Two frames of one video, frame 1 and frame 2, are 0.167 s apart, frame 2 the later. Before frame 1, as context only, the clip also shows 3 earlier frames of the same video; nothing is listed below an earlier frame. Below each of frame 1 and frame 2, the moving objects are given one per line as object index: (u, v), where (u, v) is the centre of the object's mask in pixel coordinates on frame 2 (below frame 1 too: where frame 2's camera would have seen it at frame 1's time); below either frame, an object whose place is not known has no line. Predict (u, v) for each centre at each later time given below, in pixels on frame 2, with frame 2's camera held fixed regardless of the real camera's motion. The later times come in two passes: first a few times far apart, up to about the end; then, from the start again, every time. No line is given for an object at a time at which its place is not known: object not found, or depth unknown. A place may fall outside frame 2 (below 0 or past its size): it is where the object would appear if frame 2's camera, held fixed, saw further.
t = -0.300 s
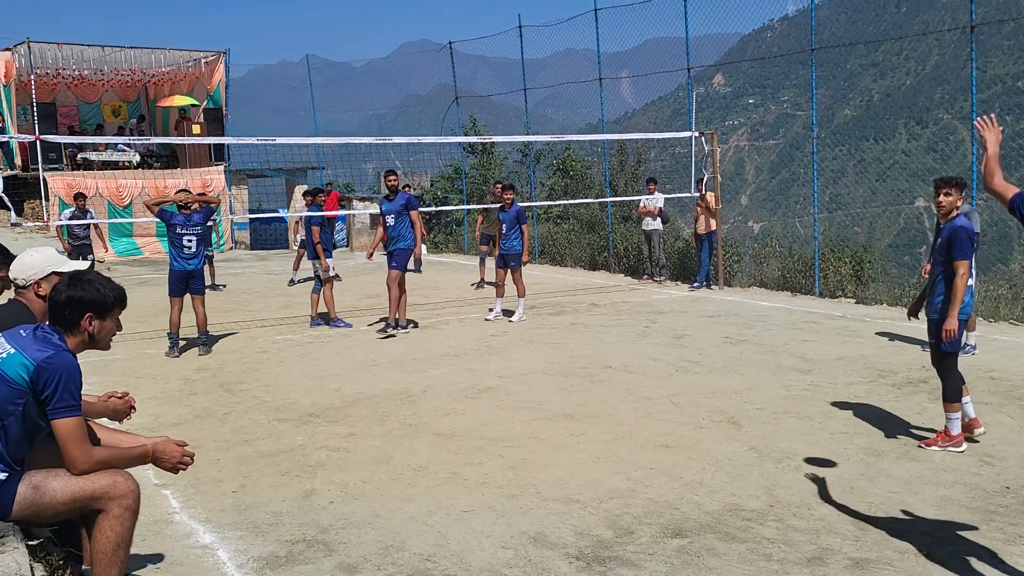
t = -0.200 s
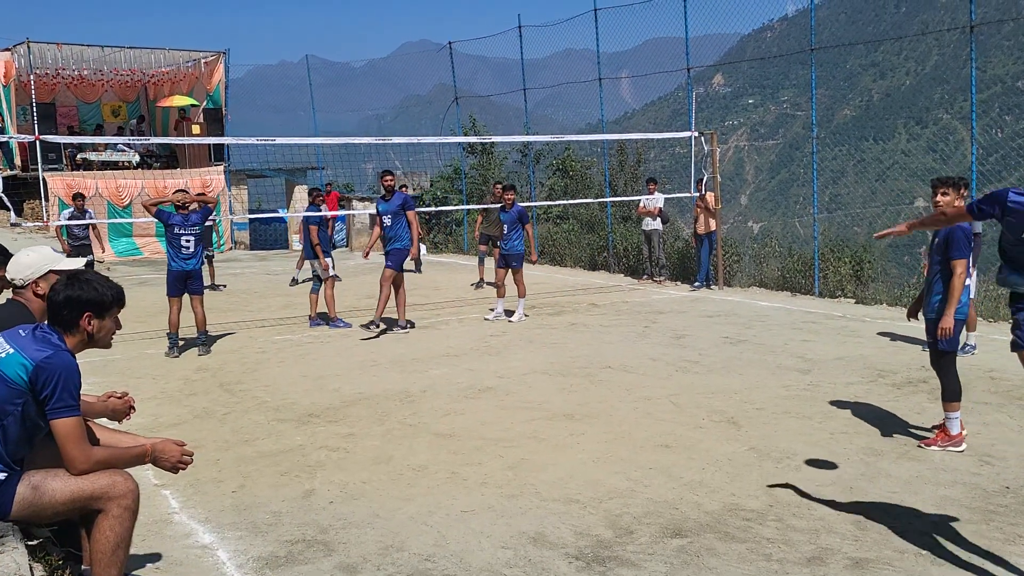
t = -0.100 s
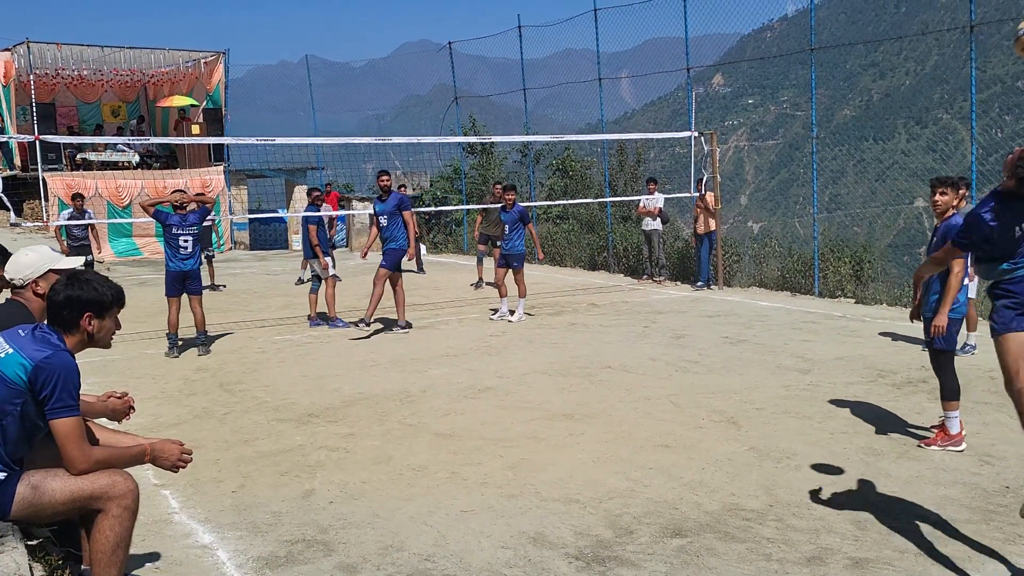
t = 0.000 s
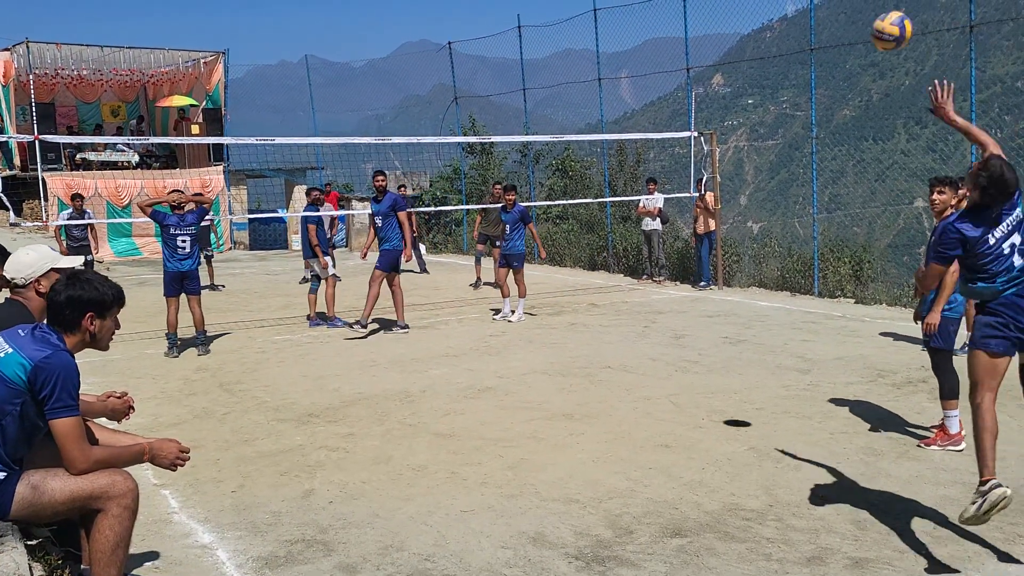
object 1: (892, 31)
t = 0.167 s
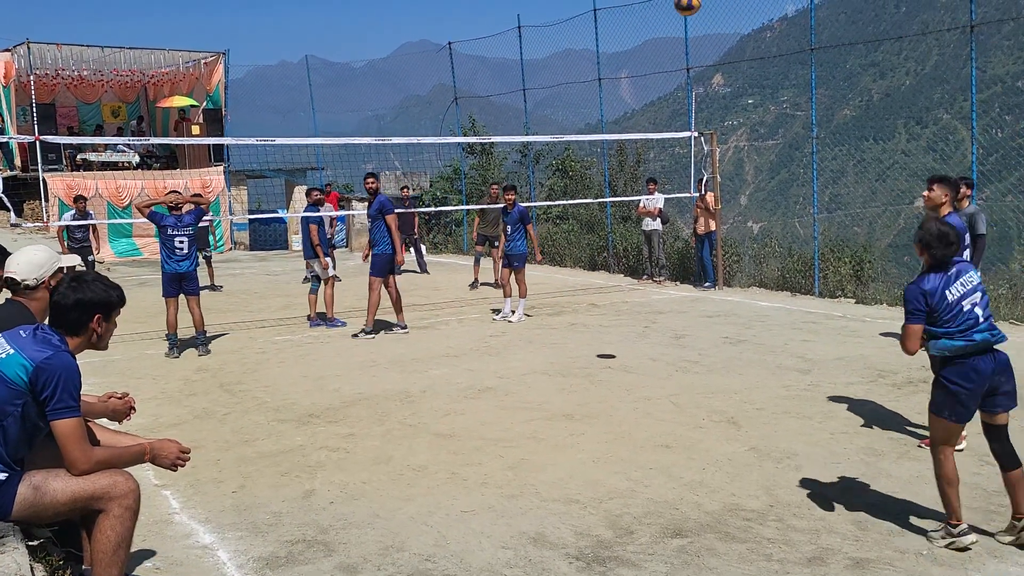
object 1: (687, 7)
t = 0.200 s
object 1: (660, 7)
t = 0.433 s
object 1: (531, 35)
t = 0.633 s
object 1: (466, 83)
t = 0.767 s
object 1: (437, 122)
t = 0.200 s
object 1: (660, 7)
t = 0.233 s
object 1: (636, 8)
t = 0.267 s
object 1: (614, 10)
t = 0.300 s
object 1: (594, 12)
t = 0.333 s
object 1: (576, 17)
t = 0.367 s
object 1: (559, 22)
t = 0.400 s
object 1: (544, 28)
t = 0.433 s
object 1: (531, 35)
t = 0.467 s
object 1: (518, 42)
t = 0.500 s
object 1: (506, 50)
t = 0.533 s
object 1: (495, 58)
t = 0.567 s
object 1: (485, 66)
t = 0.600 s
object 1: (475, 74)
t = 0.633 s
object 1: (466, 83)
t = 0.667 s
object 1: (458, 92)
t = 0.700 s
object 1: (451, 102)
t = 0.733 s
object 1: (444, 111)
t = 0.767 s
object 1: (437, 122)
